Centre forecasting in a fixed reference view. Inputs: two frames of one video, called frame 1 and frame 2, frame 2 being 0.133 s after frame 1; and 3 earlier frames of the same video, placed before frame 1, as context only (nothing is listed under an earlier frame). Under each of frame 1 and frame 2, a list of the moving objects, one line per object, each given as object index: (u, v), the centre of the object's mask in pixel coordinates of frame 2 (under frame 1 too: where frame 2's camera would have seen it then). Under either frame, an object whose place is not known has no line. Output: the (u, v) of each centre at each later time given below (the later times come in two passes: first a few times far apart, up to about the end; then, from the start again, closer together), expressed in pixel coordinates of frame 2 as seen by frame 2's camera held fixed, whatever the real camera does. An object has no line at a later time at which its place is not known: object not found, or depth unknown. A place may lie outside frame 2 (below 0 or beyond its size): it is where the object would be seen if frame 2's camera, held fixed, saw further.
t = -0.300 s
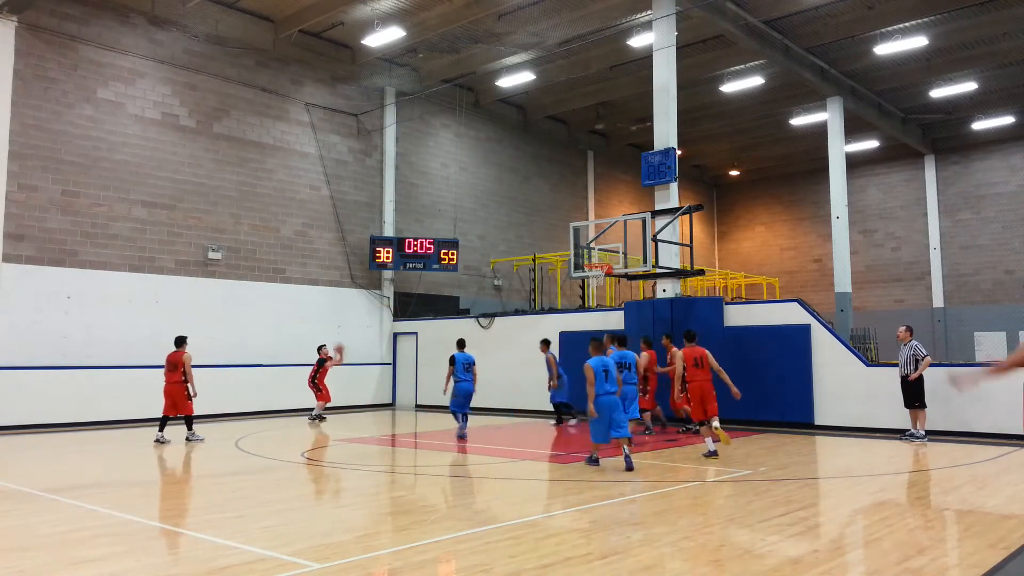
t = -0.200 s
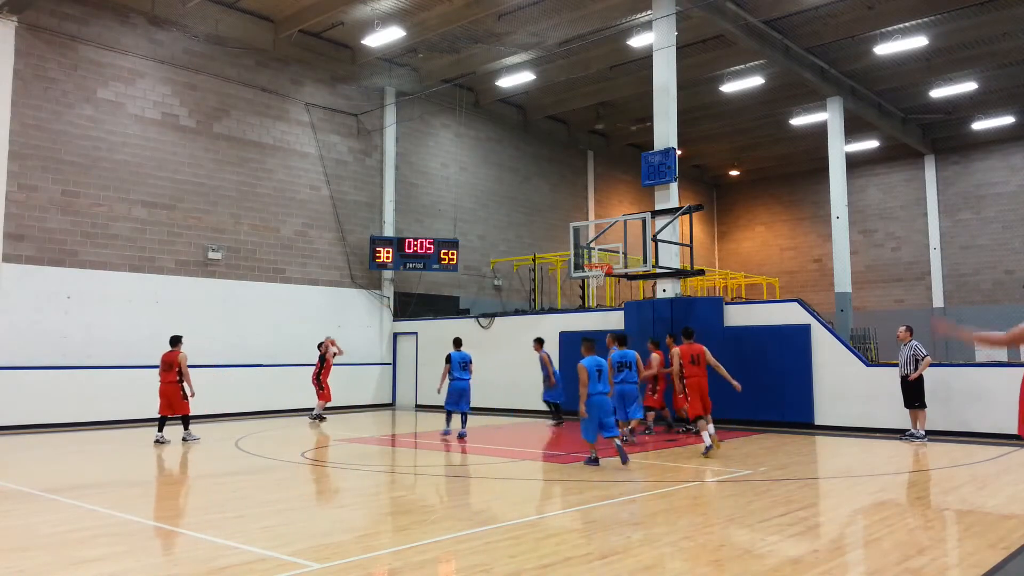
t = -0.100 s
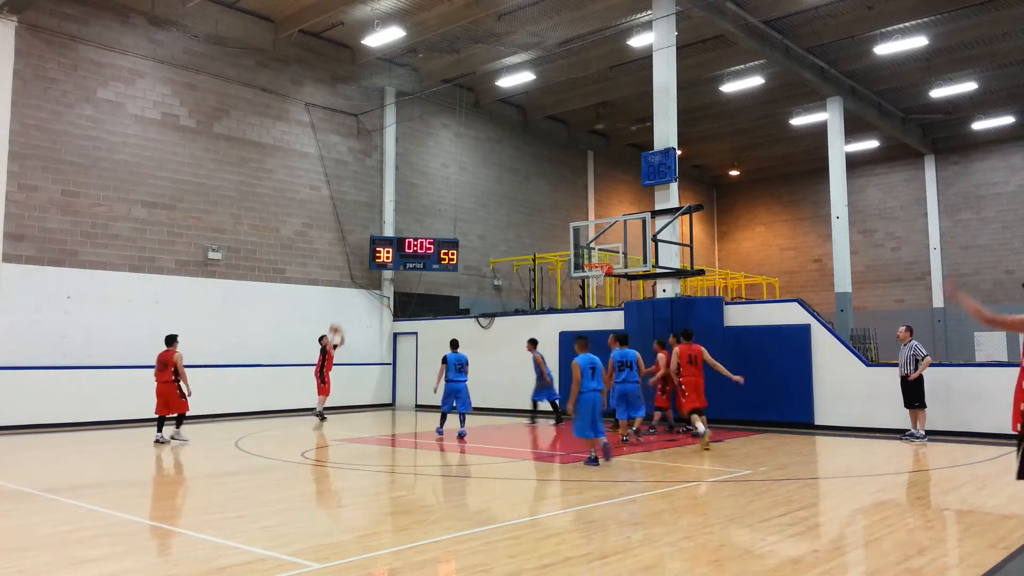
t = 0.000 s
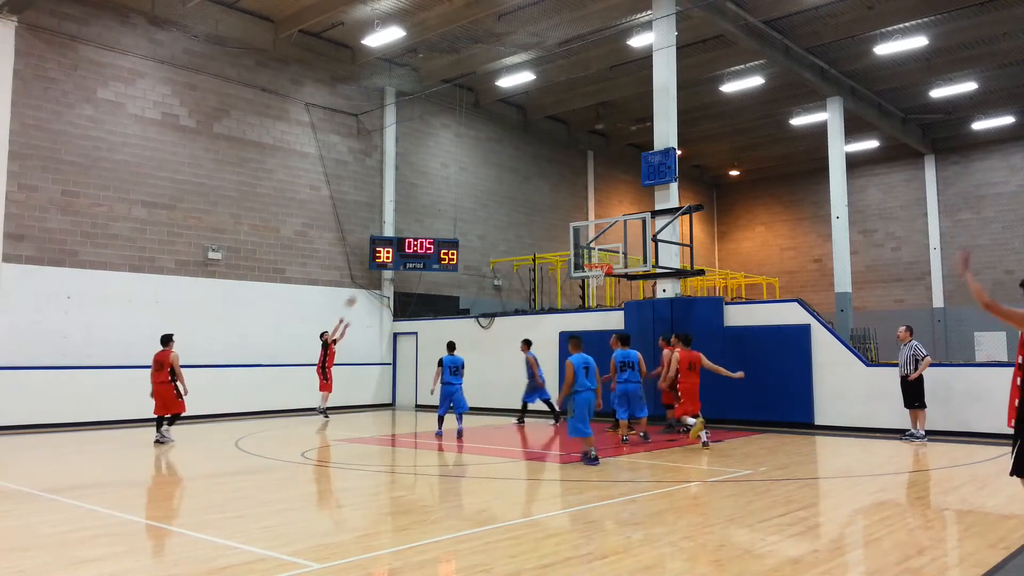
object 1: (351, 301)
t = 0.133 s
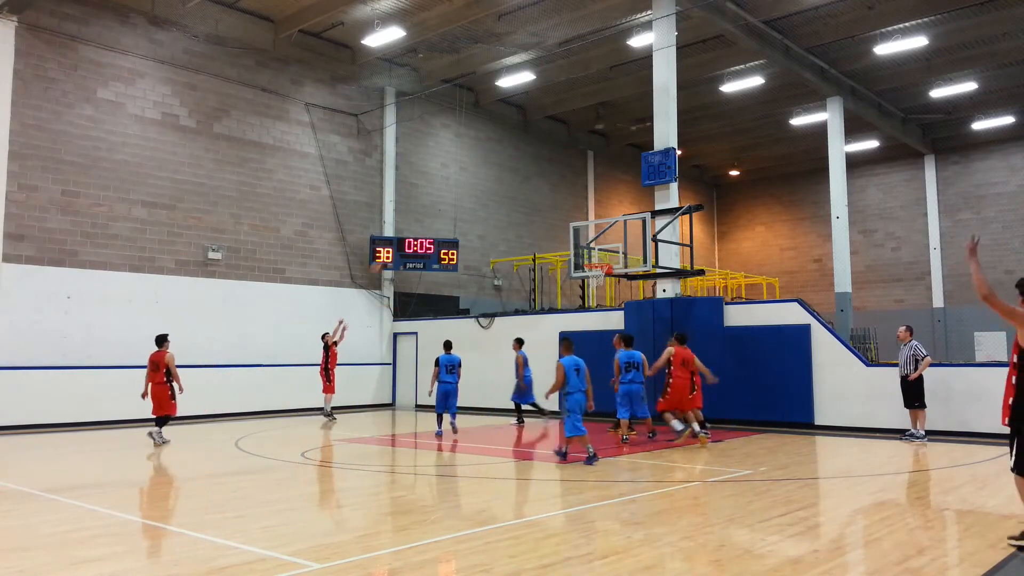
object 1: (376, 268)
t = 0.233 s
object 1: (397, 245)
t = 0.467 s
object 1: (443, 212)
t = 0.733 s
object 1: (499, 201)
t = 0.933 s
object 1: (544, 216)
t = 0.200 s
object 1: (392, 247)
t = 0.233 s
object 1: (397, 245)
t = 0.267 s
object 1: (402, 240)
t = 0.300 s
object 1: (409, 233)
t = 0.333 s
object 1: (417, 228)
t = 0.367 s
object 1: (423, 223)
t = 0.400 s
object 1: (430, 219)
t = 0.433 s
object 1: (436, 215)
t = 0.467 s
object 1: (443, 212)
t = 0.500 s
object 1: (450, 209)
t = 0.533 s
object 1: (457, 206)
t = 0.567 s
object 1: (464, 205)
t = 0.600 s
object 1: (471, 203)
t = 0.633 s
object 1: (477, 202)
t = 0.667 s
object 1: (484, 201)
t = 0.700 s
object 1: (492, 201)
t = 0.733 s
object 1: (499, 201)
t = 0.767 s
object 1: (506, 203)
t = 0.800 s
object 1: (513, 205)
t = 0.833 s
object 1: (521, 207)
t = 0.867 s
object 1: (528, 209)
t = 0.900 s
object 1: (536, 213)
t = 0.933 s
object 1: (544, 216)
